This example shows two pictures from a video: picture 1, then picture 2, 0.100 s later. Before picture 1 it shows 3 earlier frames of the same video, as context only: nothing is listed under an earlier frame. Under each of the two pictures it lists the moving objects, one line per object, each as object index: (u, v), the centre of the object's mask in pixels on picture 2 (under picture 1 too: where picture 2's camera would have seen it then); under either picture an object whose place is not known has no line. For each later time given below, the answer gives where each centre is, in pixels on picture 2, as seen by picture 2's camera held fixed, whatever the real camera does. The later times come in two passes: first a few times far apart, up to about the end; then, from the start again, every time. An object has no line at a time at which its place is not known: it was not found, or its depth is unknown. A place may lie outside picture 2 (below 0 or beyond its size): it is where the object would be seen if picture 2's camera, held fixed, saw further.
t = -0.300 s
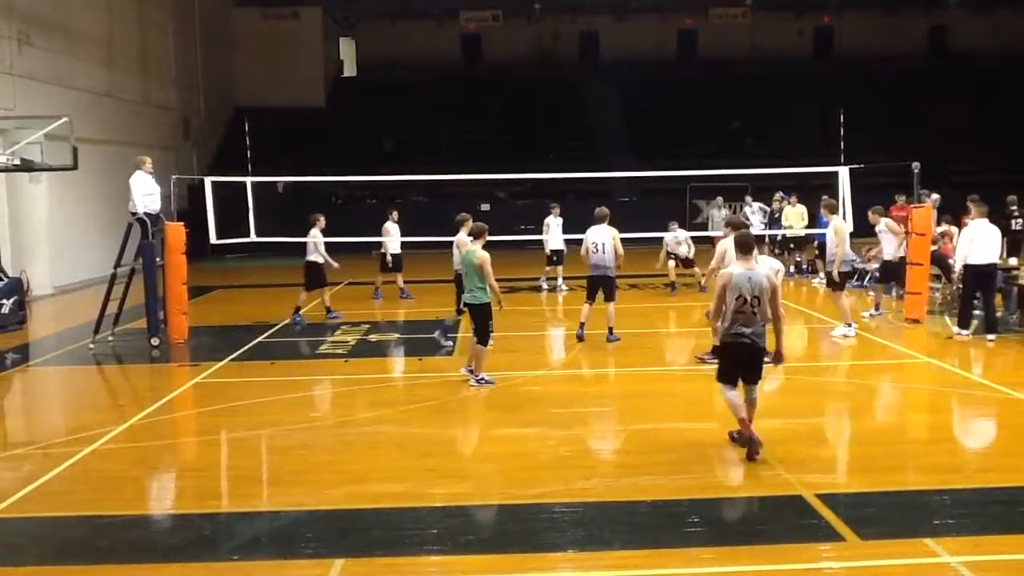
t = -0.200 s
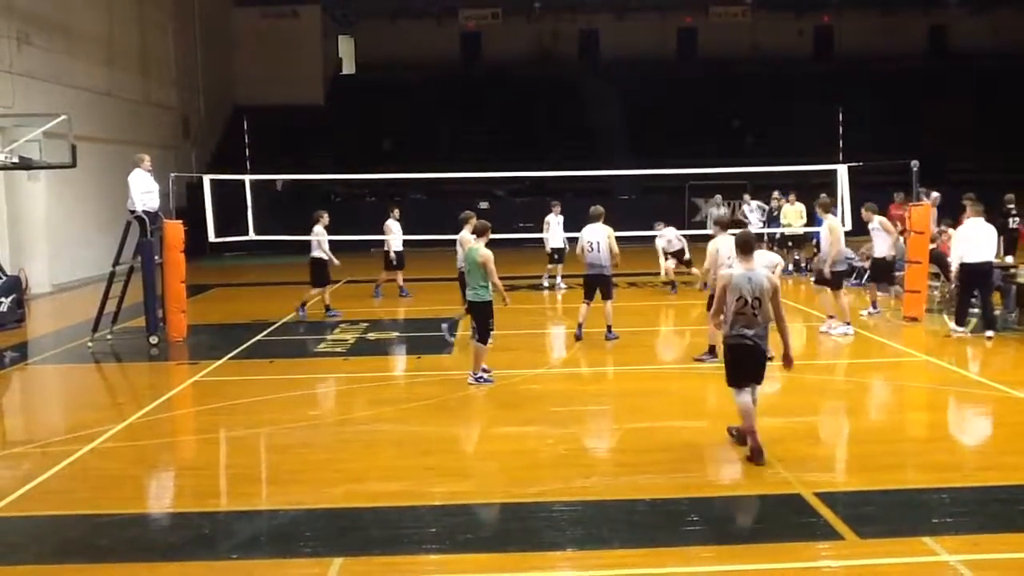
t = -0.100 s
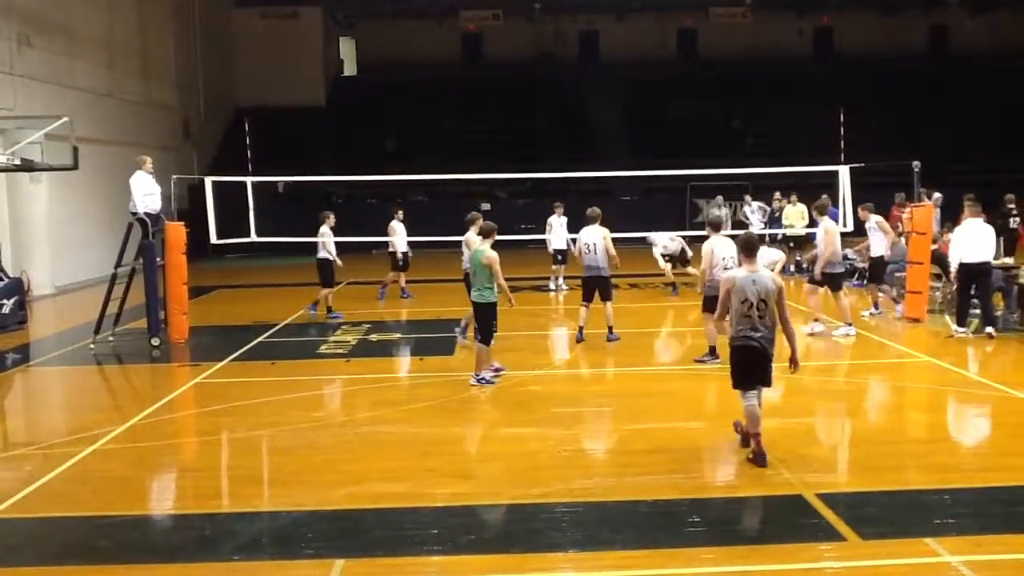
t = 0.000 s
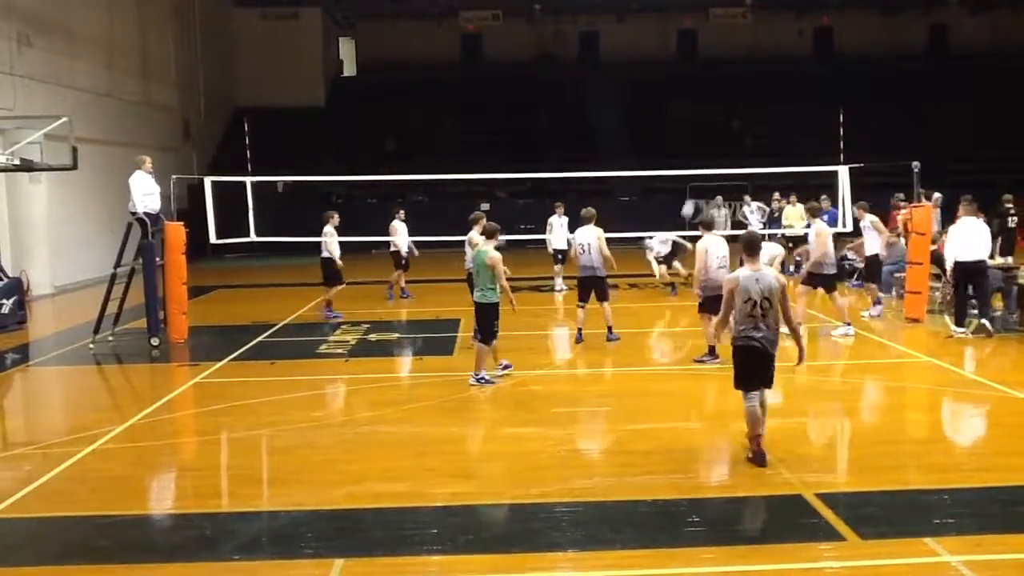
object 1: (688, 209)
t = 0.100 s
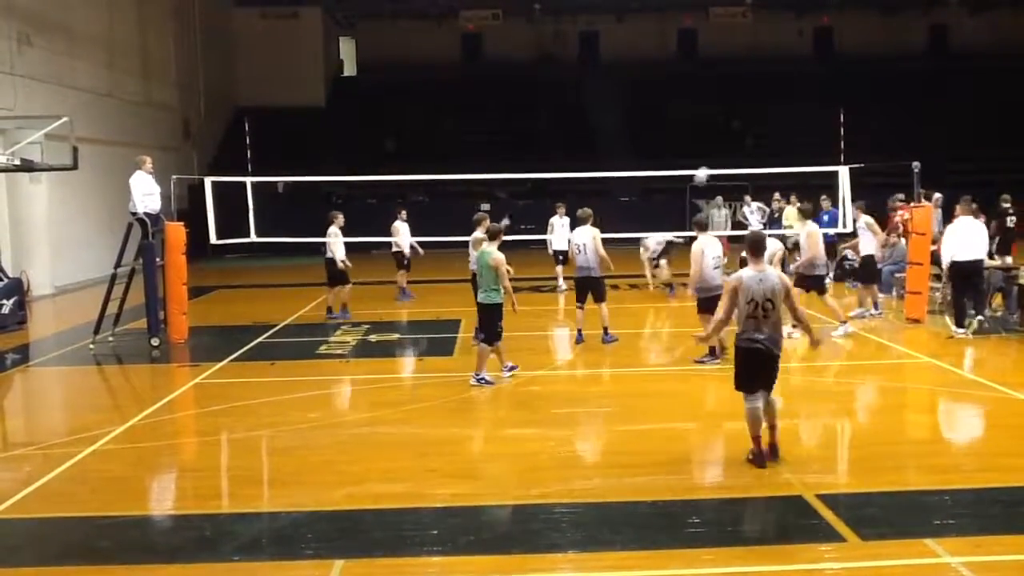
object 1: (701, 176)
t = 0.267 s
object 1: (725, 124)
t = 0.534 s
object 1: (773, 63)
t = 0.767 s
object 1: (826, 42)
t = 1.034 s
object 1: (904, 68)
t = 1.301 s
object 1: (1009, 182)
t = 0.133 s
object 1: (707, 162)
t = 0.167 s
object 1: (710, 154)
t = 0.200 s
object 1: (715, 144)
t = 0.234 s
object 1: (720, 134)
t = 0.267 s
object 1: (725, 124)
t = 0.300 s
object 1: (731, 116)
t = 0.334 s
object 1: (736, 107)
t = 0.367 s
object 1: (742, 99)
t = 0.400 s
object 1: (748, 91)
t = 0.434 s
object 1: (754, 83)
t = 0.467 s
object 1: (760, 75)
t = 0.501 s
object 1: (766, 69)
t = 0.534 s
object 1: (773, 63)
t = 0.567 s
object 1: (780, 58)
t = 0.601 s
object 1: (787, 54)
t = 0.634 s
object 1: (794, 50)
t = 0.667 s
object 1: (801, 47)
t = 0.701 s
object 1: (809, 45)
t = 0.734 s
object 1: (817, 43)
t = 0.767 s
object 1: (826, 42)
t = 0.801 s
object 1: (834, 41)
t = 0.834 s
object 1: (844, 42)
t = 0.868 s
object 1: (852, 44)
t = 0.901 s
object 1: (862, 46)
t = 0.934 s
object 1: (872, 50)
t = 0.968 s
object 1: (882, 54)
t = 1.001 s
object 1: (892, 61)
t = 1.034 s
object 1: (904, 68)
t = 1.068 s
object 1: (916, 77)
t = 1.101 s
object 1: (928, 87)
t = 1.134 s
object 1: (941, 99)
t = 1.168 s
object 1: (954, 112)
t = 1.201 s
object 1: (967, 127)
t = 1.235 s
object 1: (981, 143)
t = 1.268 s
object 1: (996, 162)
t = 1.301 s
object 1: (1009, 182)
